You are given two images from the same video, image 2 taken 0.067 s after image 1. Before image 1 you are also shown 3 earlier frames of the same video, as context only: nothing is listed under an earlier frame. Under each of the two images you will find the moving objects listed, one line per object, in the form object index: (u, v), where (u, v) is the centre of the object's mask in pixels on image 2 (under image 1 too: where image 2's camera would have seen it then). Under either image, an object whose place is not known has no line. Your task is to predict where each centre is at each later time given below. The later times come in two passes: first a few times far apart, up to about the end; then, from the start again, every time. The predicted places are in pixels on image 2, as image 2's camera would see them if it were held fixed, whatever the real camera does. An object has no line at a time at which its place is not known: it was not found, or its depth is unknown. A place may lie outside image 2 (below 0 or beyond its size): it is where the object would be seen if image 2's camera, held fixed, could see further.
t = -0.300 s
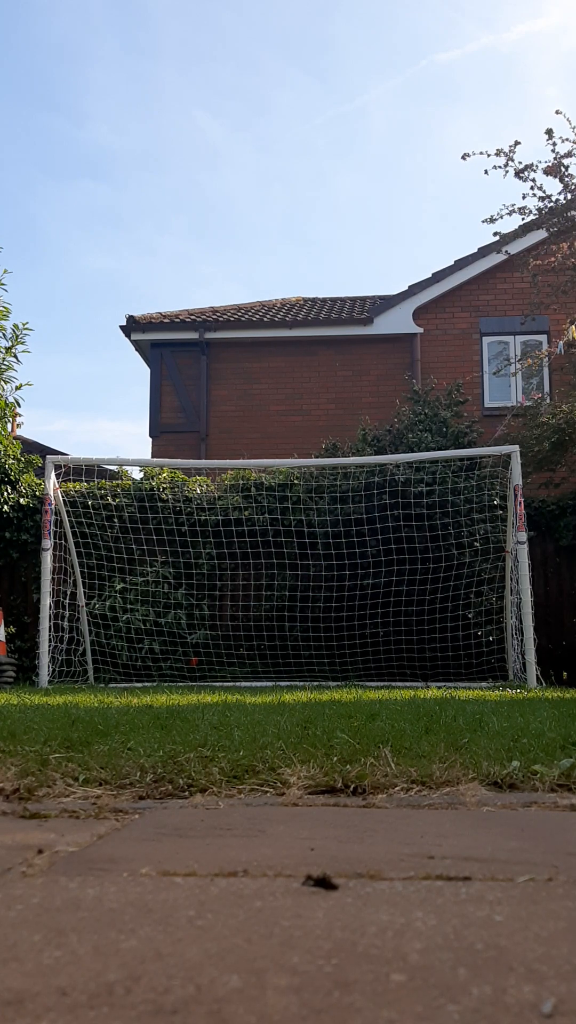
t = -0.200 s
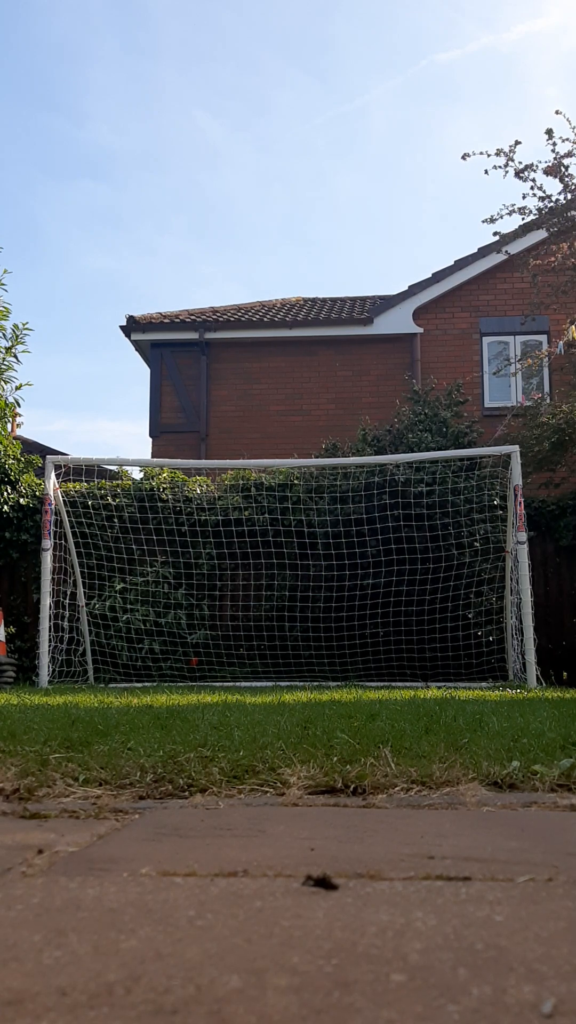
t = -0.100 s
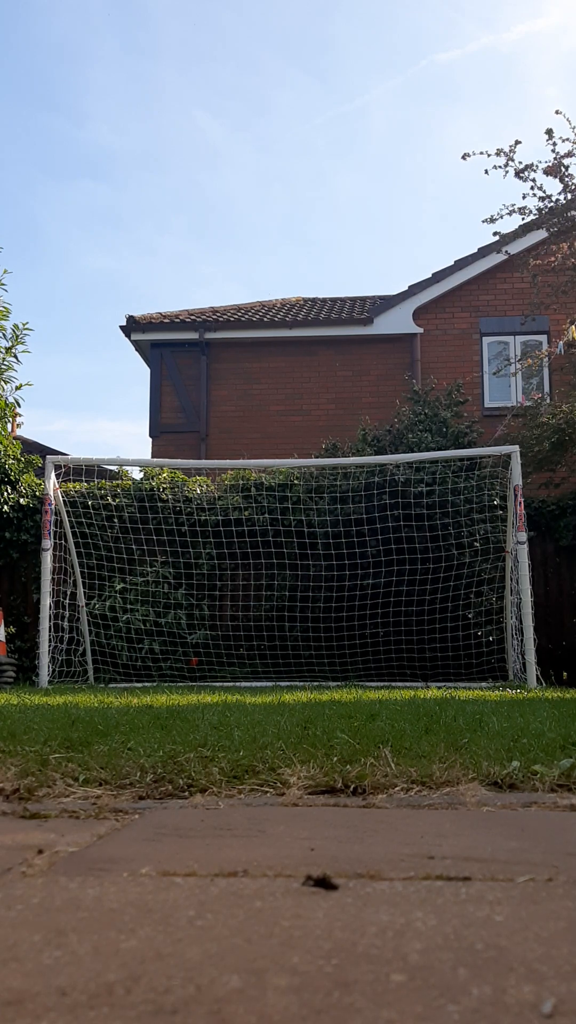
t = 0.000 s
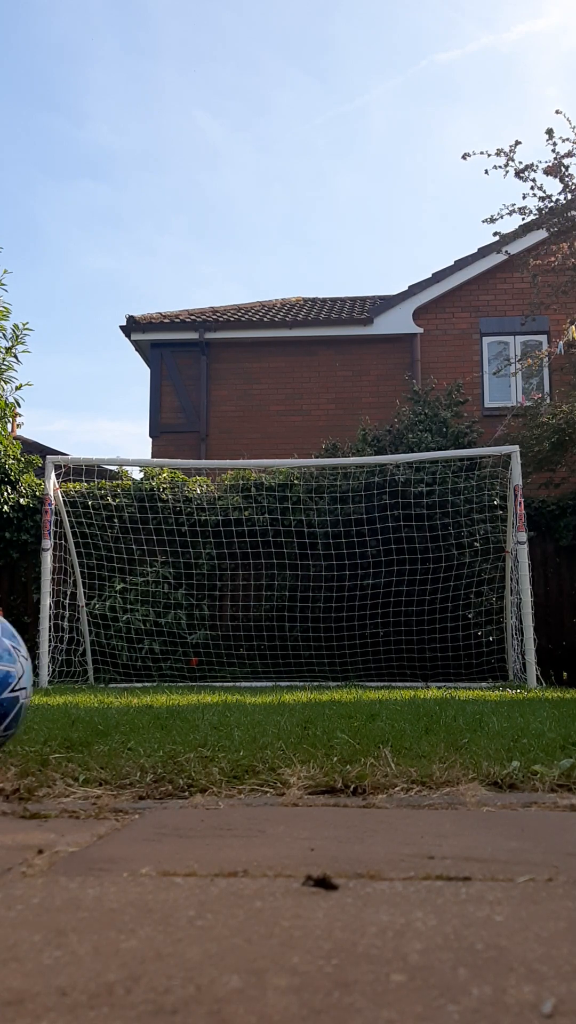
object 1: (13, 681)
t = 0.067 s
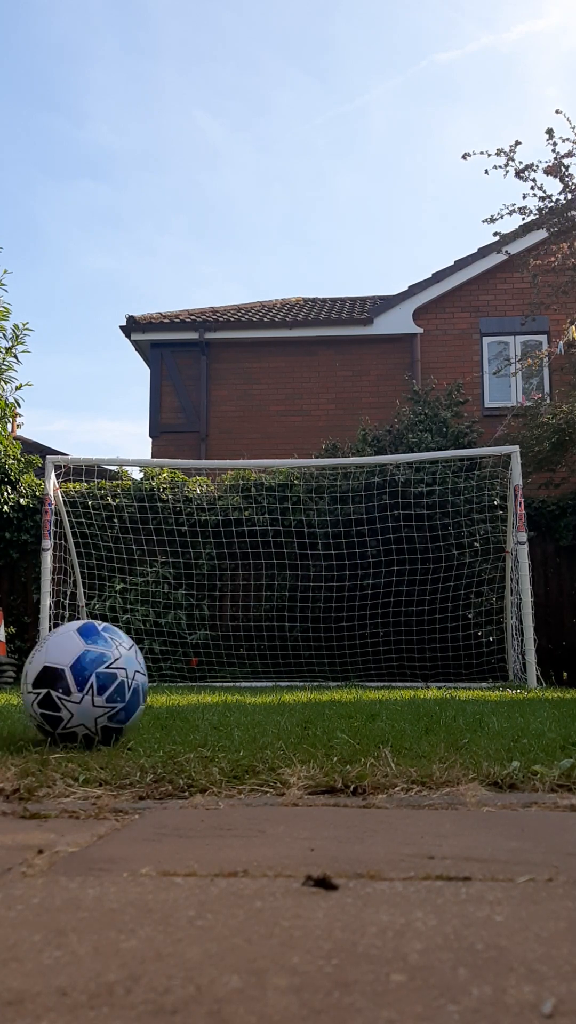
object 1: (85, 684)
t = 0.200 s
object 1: (215, 673)
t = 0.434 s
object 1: (304, 676)
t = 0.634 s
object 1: (342, 675)
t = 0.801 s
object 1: (369, 679)
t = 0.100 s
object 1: (126, 673)
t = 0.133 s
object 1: (160, 668)
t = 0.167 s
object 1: (190, 668)
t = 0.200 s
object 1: (215, 673)
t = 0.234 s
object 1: (237, 682)
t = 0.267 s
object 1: (255, 684)
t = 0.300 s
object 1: (266, 678)
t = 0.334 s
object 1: (276, 672)
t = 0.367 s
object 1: (286, 669)
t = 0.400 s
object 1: (295, 670)
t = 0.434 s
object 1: (304, 676)
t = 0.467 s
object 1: (311, 682)
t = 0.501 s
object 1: (318, 678)
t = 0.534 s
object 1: (324, 673)
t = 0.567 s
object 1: (331, 670)
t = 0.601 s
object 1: (337, 671)
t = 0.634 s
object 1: (342, 675)
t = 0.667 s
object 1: (348, 680)
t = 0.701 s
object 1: (353, 681)
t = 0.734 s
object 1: (359, 679)
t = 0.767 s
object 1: (364, 678)
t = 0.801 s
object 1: (369, 679)
